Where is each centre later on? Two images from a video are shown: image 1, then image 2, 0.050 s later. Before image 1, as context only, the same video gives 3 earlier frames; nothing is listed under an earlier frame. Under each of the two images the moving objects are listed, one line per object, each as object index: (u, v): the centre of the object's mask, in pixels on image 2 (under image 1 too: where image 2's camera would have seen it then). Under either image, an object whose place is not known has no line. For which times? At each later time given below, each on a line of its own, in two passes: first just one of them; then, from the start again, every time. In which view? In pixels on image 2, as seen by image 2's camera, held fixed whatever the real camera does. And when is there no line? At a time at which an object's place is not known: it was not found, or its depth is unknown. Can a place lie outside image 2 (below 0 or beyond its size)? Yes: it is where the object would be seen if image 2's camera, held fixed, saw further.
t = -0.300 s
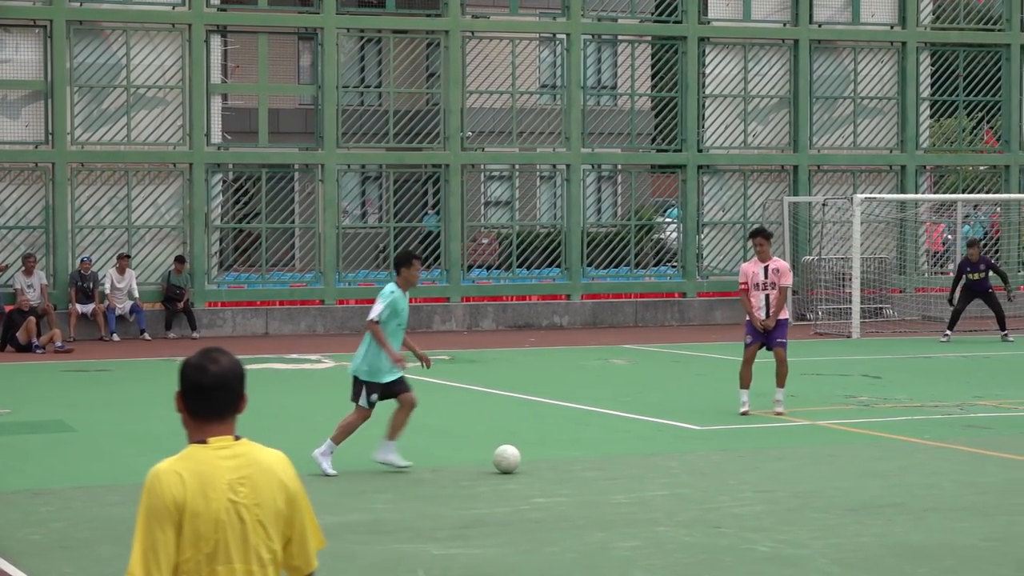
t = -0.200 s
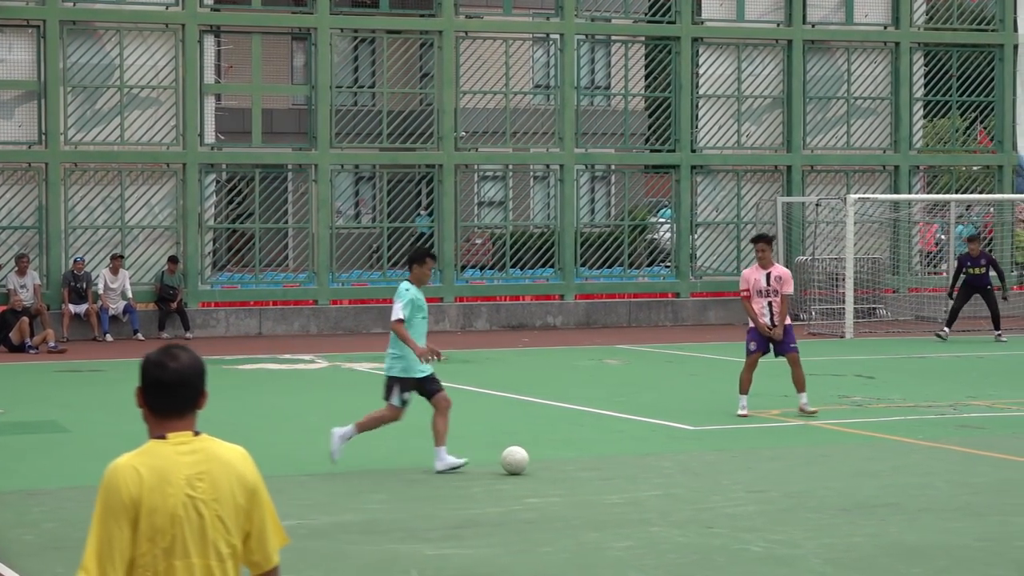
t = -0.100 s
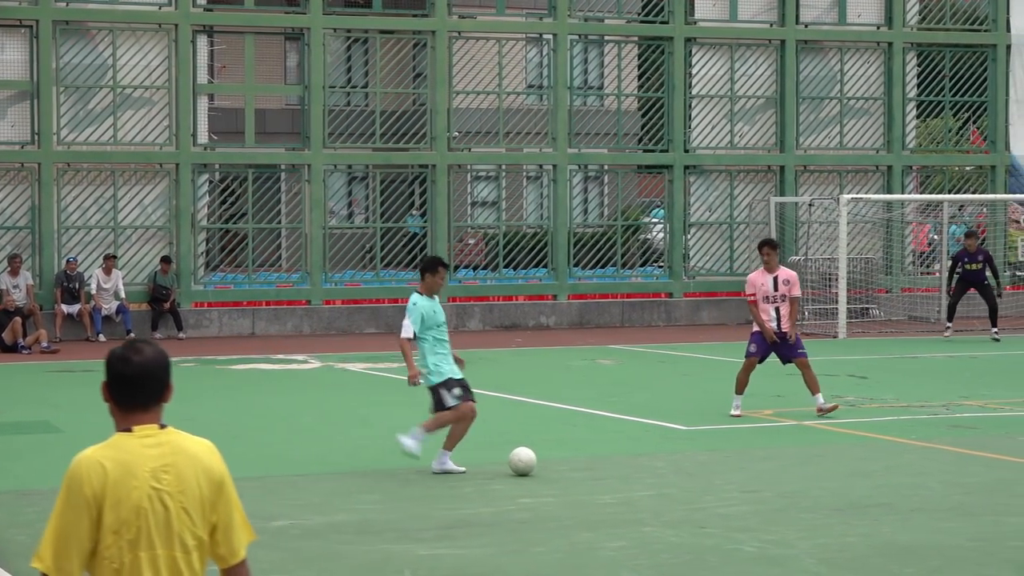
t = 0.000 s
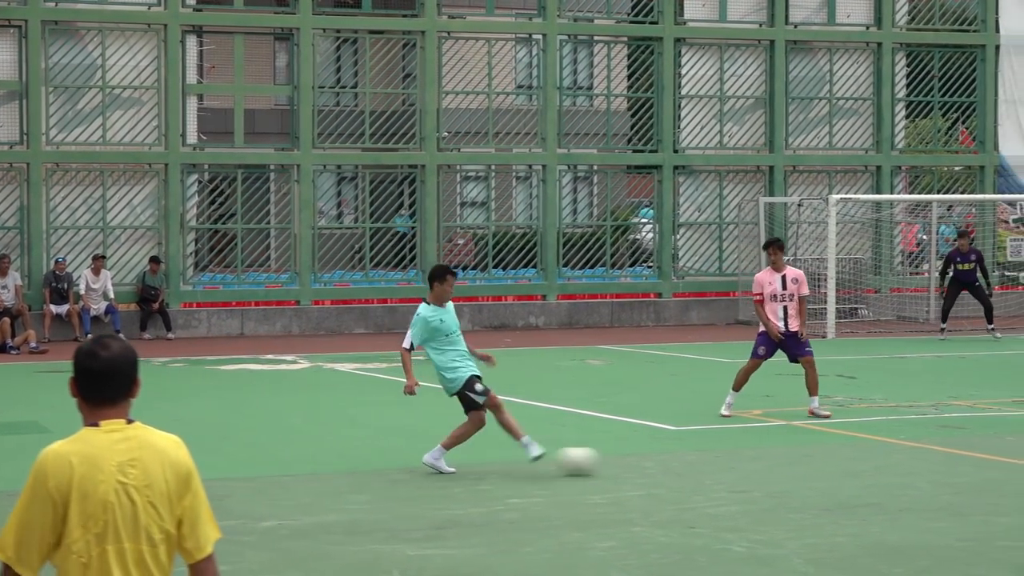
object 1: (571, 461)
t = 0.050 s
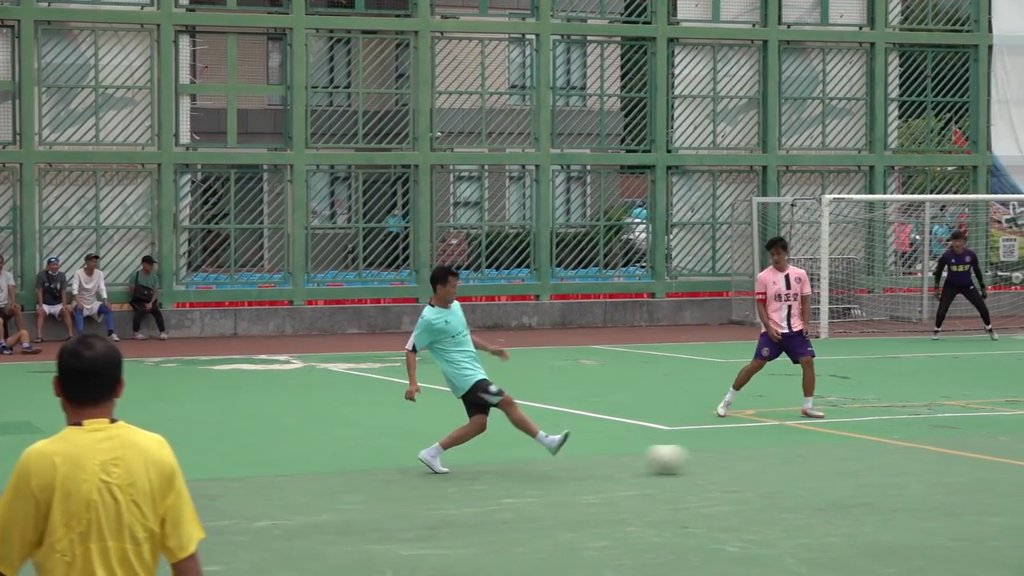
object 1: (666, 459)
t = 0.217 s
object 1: (953, 450)
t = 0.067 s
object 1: (697, 458)
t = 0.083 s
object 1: (727, 457)
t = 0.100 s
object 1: (757, 457)
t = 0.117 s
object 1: (786, 456)
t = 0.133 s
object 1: (814, 456)
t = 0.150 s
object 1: (843, 455)
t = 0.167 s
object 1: (872, 454)
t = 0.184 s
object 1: (900, 454)
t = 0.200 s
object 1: (927, 452)
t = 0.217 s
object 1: (953, 450)
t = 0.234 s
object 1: (980, 449)
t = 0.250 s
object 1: (1005, 448)
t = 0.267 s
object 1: (1032, 447)
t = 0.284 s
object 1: (1058, 447)
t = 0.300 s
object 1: (1084, 447)
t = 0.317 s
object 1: (1109, 445)
